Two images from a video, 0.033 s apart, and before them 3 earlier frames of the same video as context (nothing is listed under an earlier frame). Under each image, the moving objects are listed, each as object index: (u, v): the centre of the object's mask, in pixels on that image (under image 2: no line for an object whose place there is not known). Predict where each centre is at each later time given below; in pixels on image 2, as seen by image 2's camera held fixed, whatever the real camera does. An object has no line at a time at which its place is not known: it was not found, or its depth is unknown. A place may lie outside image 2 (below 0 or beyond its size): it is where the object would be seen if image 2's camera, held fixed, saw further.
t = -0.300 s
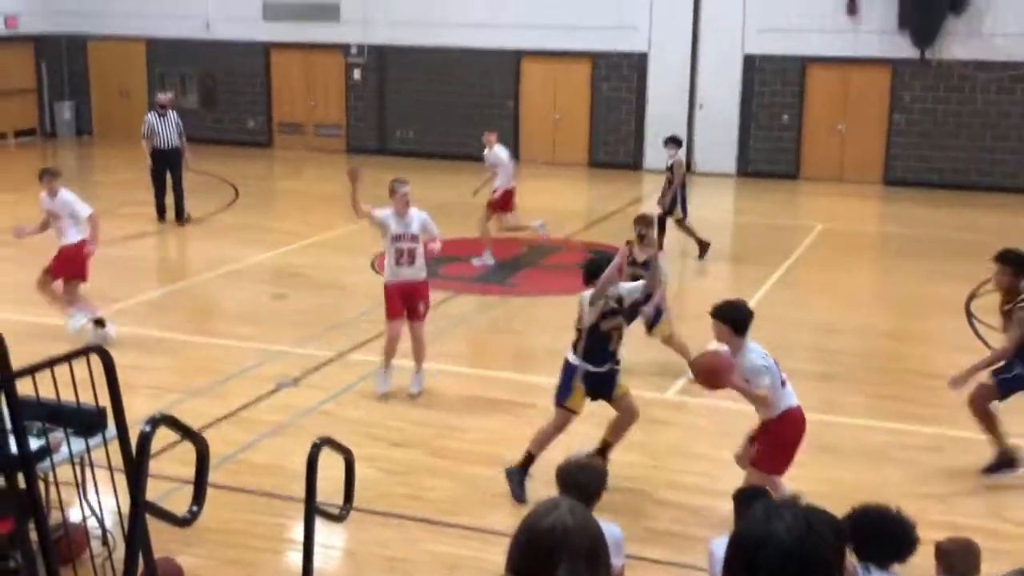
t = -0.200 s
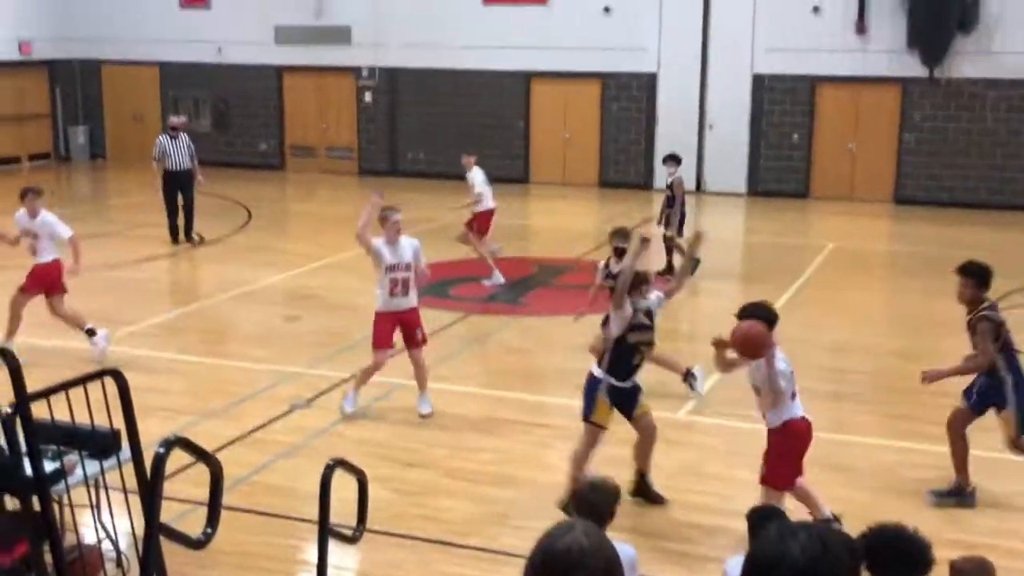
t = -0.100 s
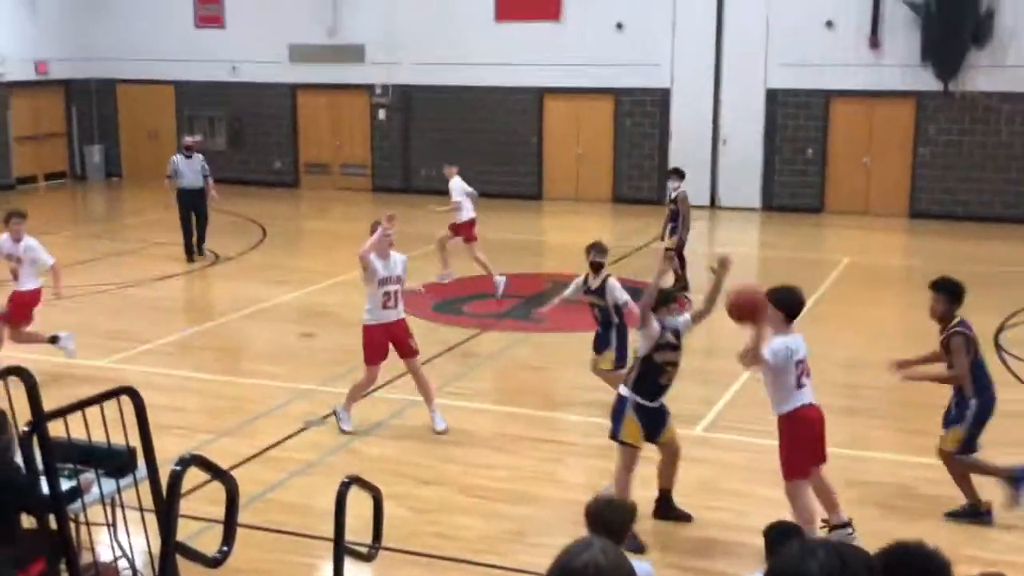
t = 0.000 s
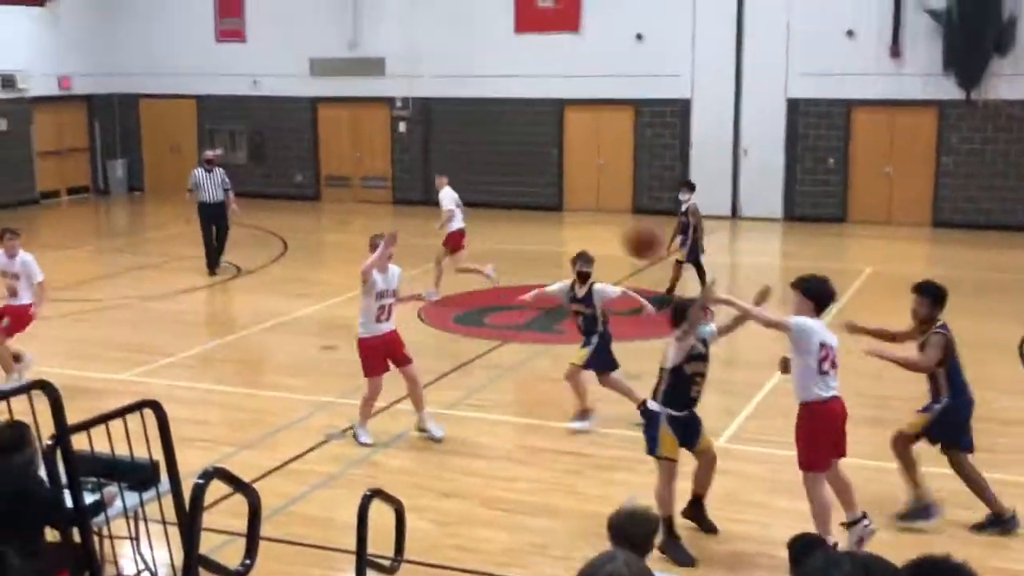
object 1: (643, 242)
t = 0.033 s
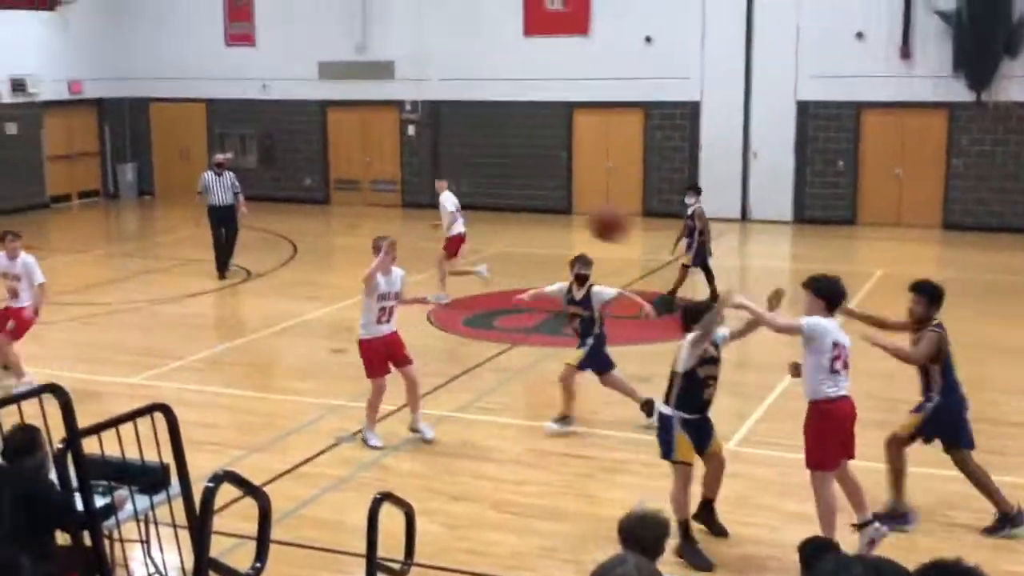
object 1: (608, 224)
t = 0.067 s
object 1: (566, 206)
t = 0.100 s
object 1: (523, 189)
